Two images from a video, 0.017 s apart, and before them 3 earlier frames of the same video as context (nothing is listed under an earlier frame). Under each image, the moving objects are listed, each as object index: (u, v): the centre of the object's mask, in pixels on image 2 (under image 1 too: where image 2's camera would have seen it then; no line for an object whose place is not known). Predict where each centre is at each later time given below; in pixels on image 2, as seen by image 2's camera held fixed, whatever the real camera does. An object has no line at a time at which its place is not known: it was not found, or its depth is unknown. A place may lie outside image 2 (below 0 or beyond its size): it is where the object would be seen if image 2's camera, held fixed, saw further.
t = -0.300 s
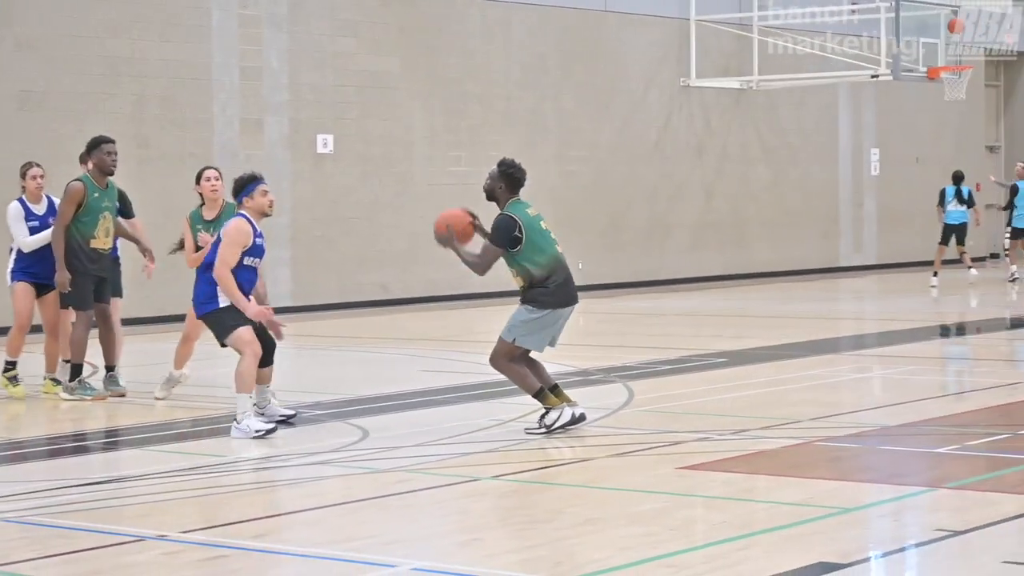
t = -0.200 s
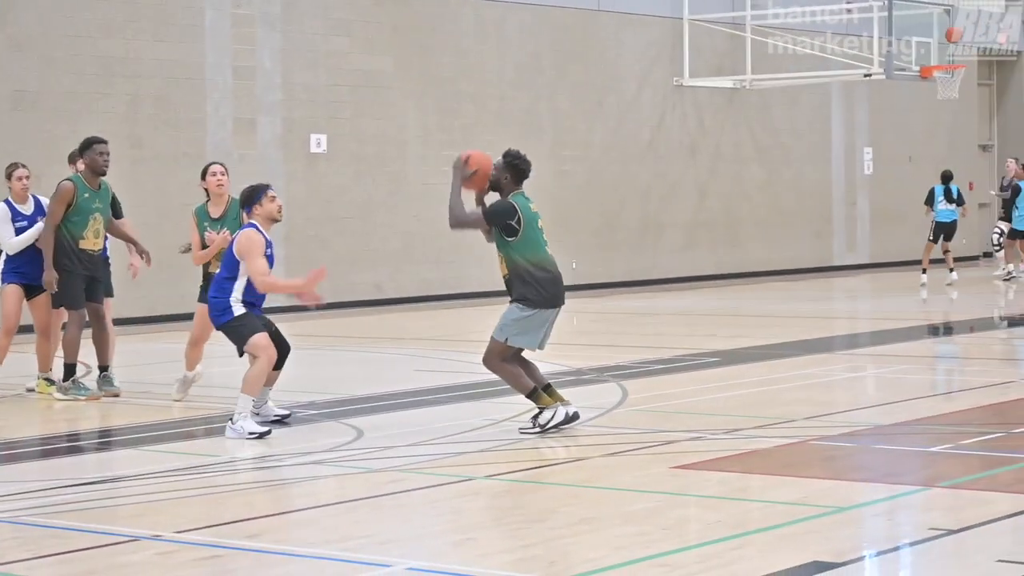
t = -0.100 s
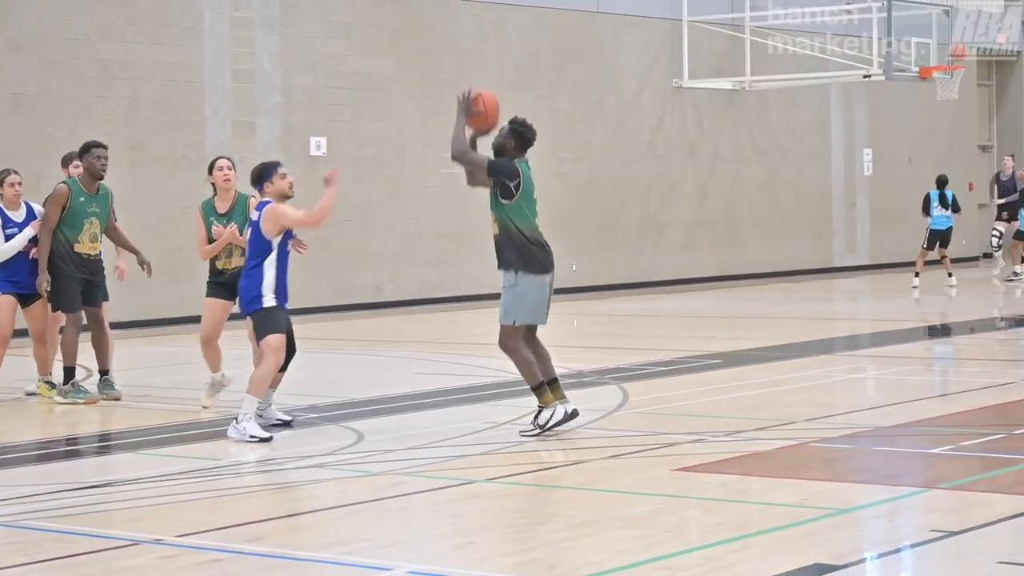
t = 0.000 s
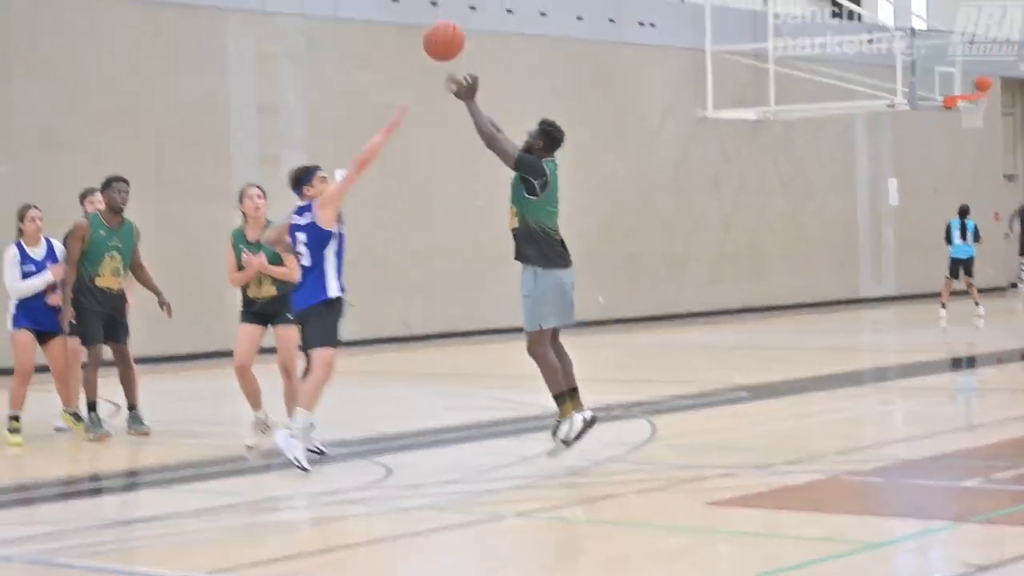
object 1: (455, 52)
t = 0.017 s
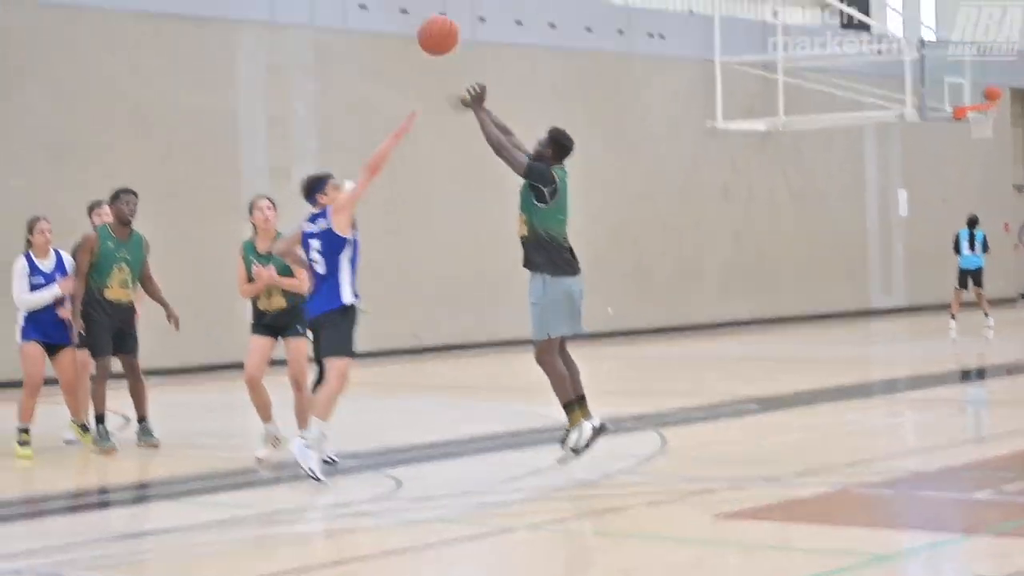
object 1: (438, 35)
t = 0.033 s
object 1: (421, 19)
